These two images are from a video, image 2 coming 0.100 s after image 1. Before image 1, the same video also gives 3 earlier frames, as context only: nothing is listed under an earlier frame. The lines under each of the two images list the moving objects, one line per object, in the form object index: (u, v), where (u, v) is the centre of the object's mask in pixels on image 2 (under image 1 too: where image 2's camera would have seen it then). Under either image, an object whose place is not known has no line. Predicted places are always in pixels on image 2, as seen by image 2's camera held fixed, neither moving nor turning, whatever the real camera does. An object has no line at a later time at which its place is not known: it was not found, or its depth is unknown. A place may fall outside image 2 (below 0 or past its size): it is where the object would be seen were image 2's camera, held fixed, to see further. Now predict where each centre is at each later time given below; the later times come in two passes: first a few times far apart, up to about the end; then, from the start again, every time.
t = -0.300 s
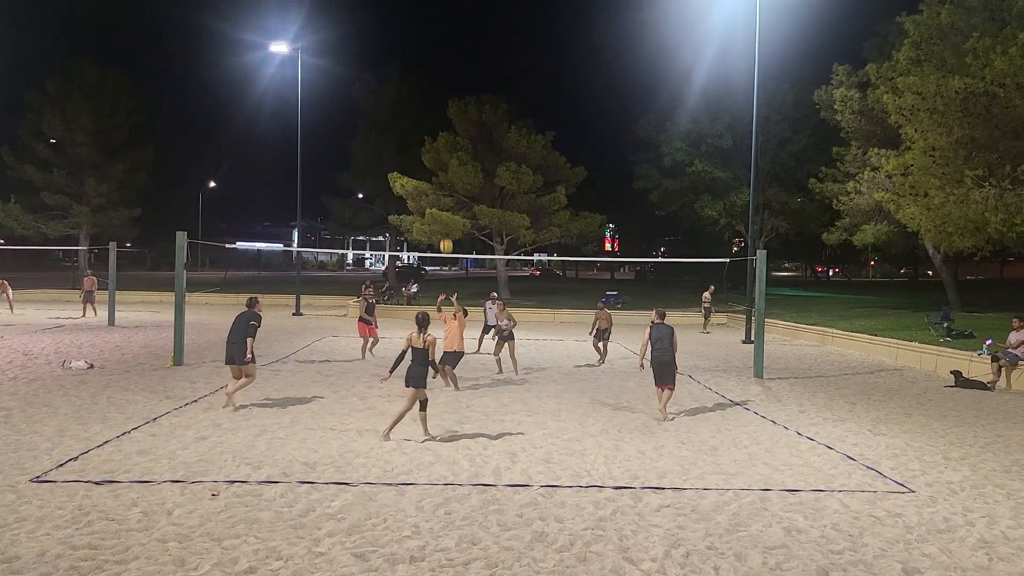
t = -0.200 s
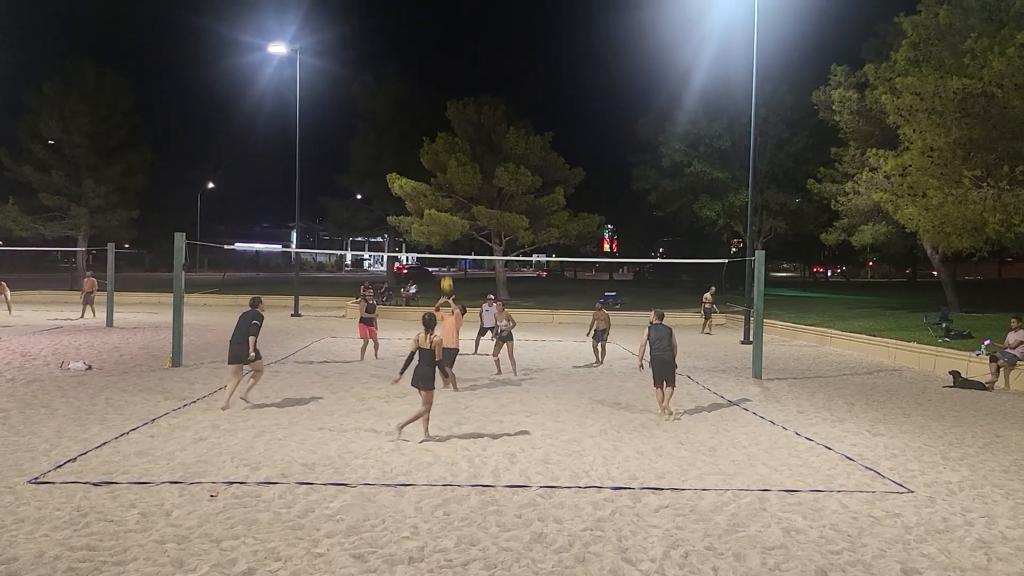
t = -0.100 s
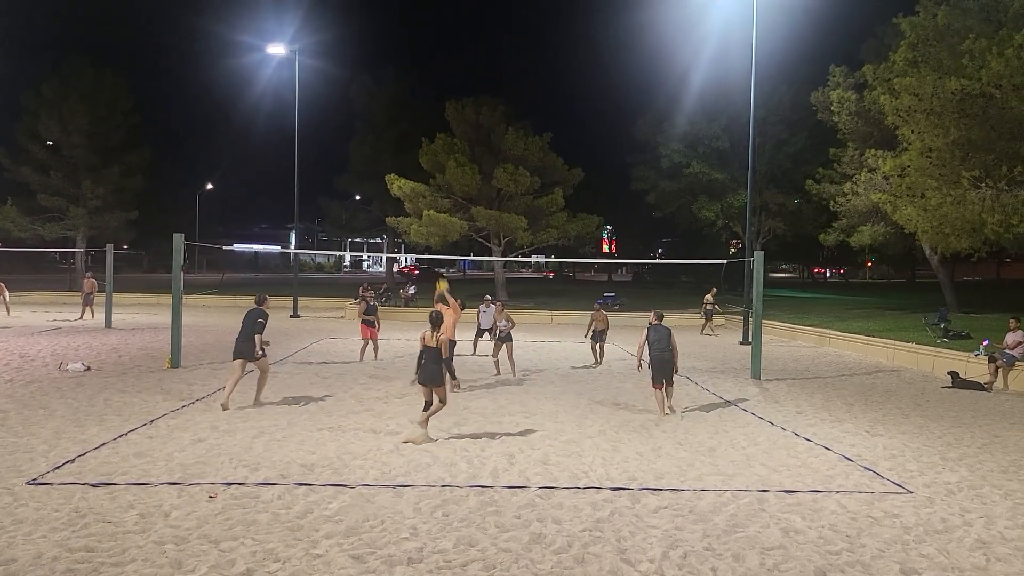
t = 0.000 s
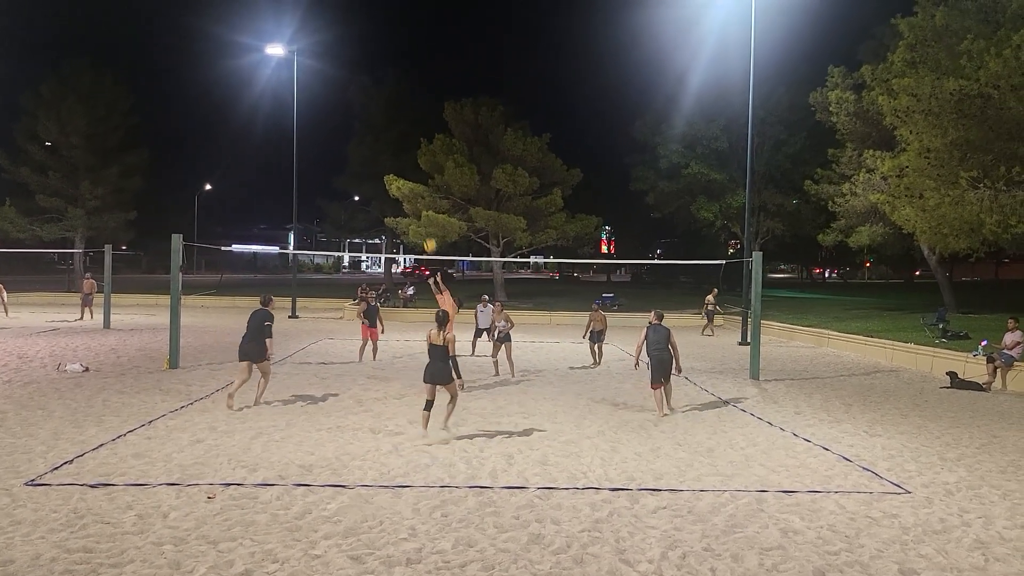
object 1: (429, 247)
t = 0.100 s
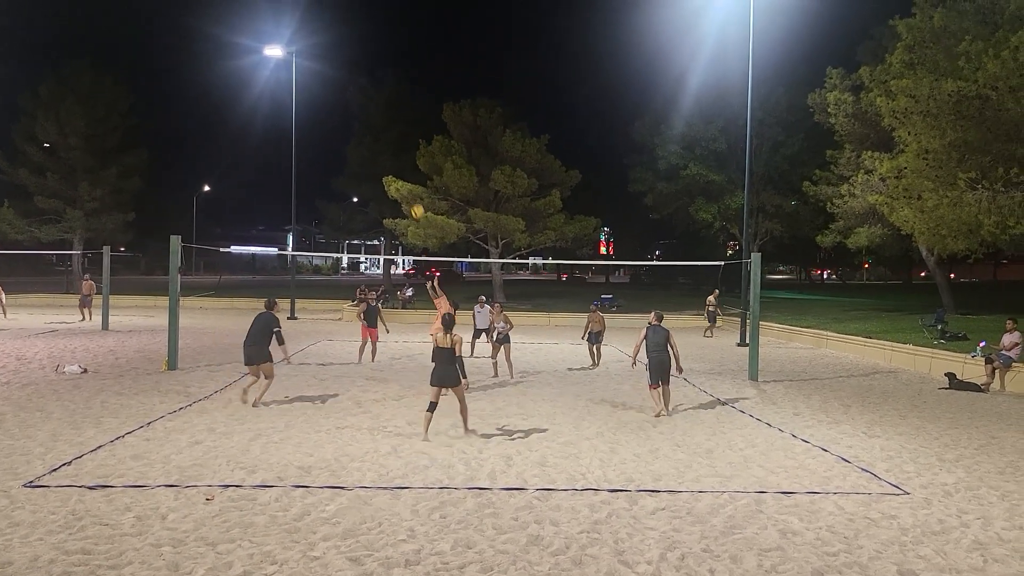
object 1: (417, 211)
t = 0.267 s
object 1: (399, 166)
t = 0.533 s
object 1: (368, 126)
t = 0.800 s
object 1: (337, 127)
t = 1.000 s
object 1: (313, 152)
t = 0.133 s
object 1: (413, 201)
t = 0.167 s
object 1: (410, 191)
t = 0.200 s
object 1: (406, 182)
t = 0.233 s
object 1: (402, 173)
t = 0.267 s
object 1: (399, 166)
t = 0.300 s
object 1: (395, 159)
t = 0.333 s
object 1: (391, 152)
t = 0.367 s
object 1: (388, 146)
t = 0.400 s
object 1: (384, 141)
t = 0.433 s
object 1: (380, 136)
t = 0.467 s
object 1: (376, 132)
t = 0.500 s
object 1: (372, 129)
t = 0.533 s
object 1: (368, 126)
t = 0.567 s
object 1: (365, 124)
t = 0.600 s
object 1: (361, 123)
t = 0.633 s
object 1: (357, 122)
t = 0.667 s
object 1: (353, 122)
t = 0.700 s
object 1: (349, 122)
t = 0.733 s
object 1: (345, 123)
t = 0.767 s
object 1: (341, 125)
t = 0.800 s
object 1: (337, 127)
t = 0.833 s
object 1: (333, 129)
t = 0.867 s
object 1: (329, 133)
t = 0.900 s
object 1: (325, 137)
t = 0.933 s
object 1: (321, 142)
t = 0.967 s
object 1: (317, 146)
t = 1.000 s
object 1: (313, 152)
